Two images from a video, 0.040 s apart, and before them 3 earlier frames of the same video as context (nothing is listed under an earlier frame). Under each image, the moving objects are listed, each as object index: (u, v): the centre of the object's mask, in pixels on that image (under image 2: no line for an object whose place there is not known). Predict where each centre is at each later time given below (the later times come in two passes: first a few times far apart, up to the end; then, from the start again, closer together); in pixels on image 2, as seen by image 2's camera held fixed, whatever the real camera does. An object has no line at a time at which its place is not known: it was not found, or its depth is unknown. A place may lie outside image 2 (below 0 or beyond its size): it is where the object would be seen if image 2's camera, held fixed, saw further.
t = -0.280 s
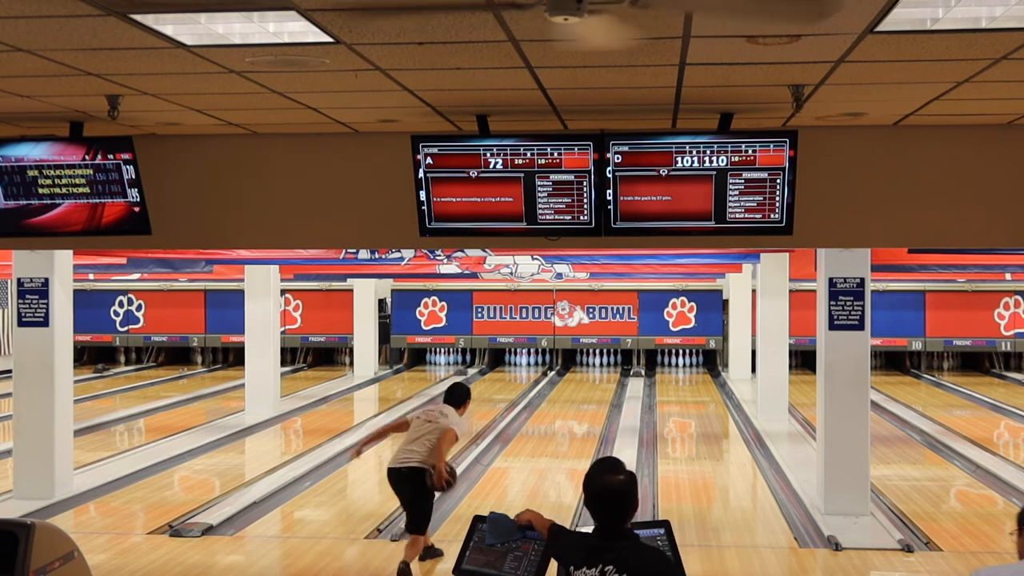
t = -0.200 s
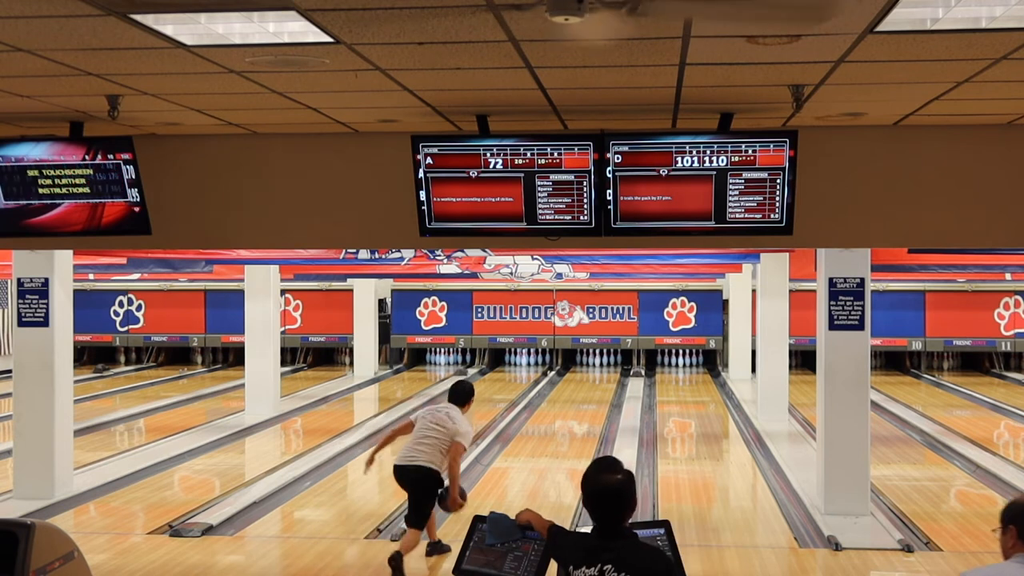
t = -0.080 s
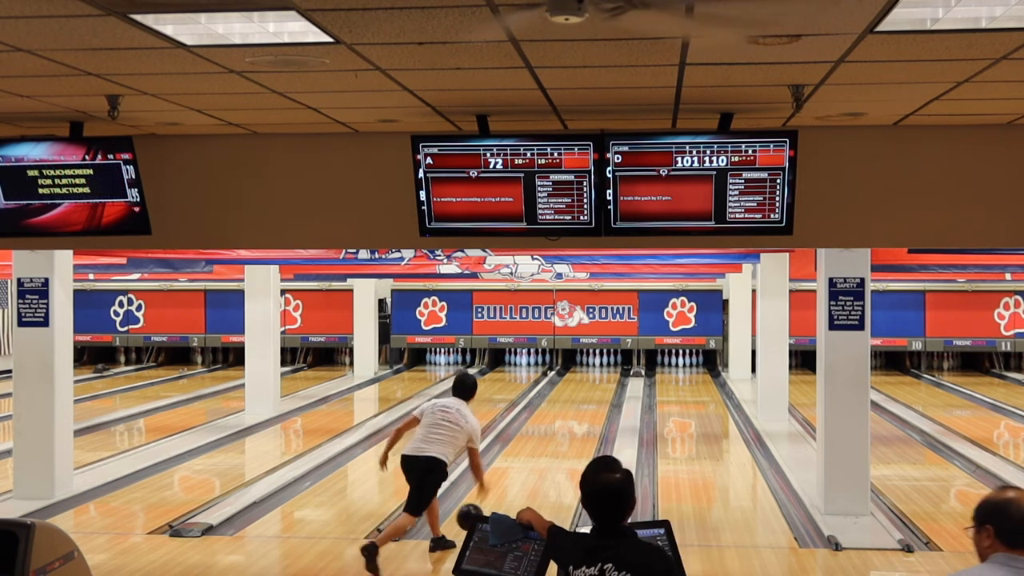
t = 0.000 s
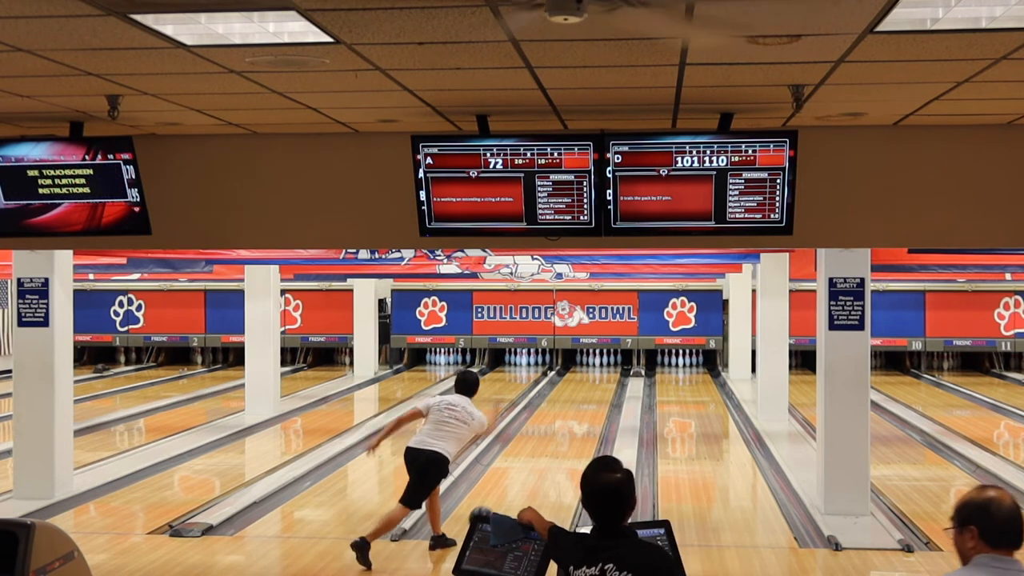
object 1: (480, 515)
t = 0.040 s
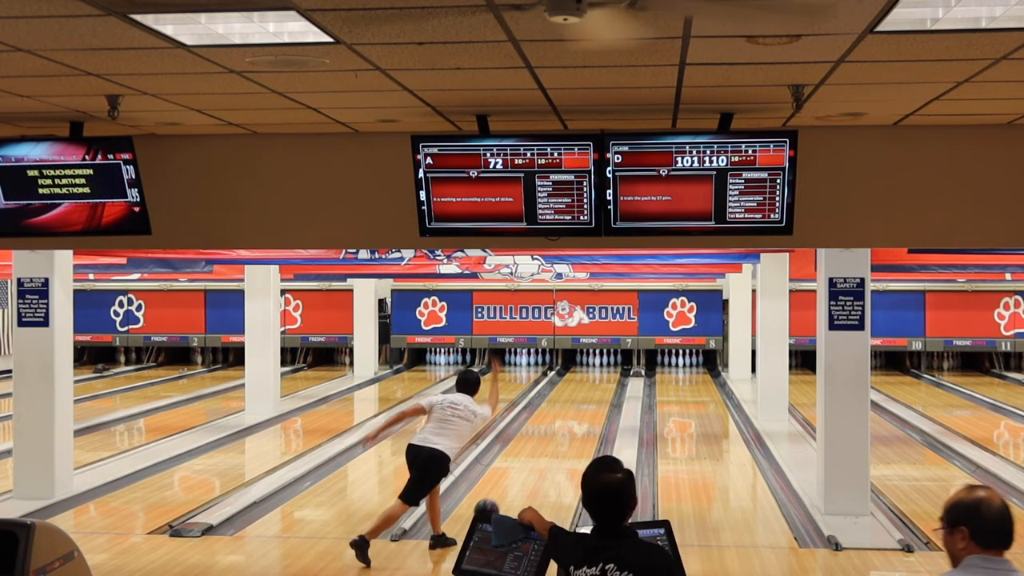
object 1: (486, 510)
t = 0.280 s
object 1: (512, 484)
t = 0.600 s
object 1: (536, 452)
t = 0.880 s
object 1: (552, 432)
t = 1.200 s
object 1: (566, 413)
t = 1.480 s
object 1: (576, 400)
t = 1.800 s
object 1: (584, 389)
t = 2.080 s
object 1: (589, 380)
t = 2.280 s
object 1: (592, 373)
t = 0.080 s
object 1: (491, 506)
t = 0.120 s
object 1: (496, 502)
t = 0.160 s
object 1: (500, 498)
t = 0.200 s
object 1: (504, 493)
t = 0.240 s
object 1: (508, 488)
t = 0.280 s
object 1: (512, 484)
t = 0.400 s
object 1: (522, 471)
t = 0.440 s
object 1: (525, 467)
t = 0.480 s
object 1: (528, 463)
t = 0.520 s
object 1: (531, 459)
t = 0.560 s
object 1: (534, 456)
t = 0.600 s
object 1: (536, 452)
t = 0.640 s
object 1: (539, 449)
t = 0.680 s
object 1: (542, 446)
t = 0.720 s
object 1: (544, 443)
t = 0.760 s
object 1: (546, 440)
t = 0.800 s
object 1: (548, 437)
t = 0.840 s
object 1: (550, 435)
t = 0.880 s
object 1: (552, 432)
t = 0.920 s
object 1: (554, 429)
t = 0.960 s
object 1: (556, 427)
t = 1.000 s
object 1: (558, 424)
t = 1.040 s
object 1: (560, 422)
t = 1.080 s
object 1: (561, 420)
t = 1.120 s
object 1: (563, 417)
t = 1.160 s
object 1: (565, 415)
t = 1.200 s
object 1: (566, 413)
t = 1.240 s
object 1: (568, 411)
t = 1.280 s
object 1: (569, 410)
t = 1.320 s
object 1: (570, 407)
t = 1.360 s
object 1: (572, 405)
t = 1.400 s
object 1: (573, 404)
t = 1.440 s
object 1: (574, 402)
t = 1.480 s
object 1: (576, 400)
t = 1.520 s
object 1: (577, 399)
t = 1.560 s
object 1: (578, 397)
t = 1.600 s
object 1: (579, 396)
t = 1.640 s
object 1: (580, 394)
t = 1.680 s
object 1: (581, 392)
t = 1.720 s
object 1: (582, 391)
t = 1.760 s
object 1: (583, 390)
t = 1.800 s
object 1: (584, 389)
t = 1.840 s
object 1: (584, 387)
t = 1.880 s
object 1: (585, 386)
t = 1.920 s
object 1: (586, 384)
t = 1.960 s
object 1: (587, 383)
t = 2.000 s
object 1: (588, 382)
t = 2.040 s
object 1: (588, 381)
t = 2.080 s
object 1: (589, 380)
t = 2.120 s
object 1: (590, 378)
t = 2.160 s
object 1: (590, 377)
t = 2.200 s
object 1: (591, 376)
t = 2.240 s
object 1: (592, 375)
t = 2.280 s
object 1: (592, 373)
